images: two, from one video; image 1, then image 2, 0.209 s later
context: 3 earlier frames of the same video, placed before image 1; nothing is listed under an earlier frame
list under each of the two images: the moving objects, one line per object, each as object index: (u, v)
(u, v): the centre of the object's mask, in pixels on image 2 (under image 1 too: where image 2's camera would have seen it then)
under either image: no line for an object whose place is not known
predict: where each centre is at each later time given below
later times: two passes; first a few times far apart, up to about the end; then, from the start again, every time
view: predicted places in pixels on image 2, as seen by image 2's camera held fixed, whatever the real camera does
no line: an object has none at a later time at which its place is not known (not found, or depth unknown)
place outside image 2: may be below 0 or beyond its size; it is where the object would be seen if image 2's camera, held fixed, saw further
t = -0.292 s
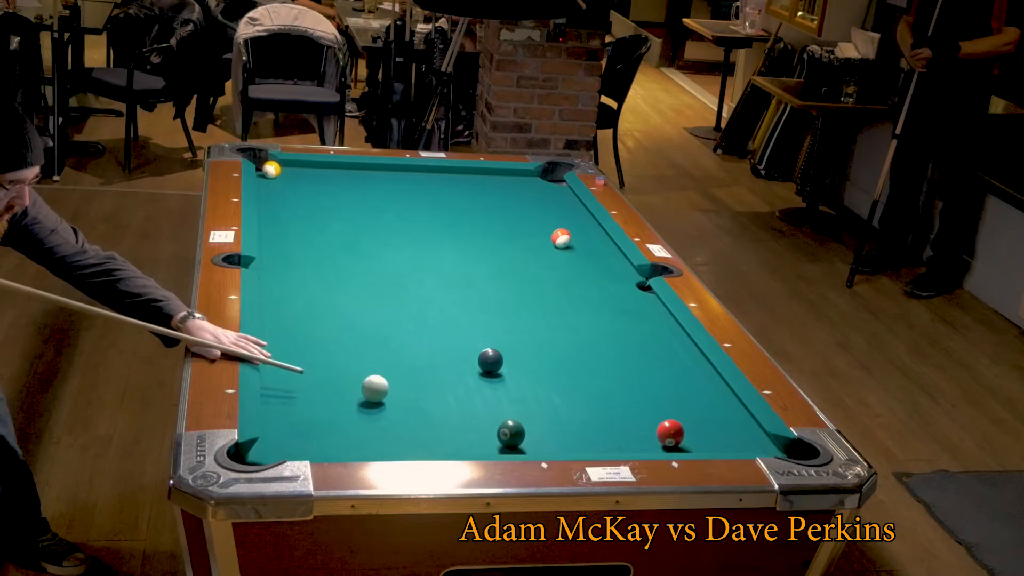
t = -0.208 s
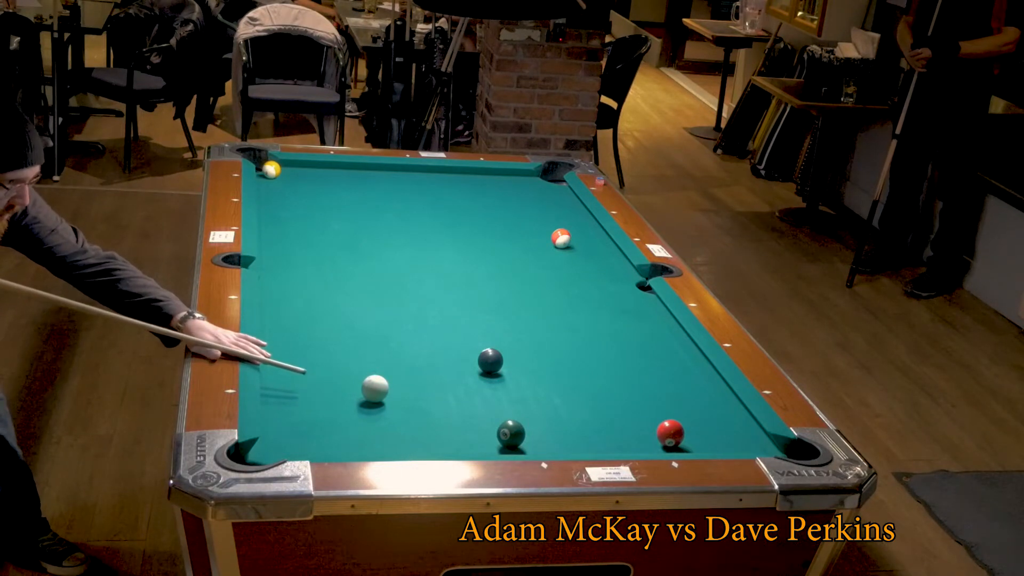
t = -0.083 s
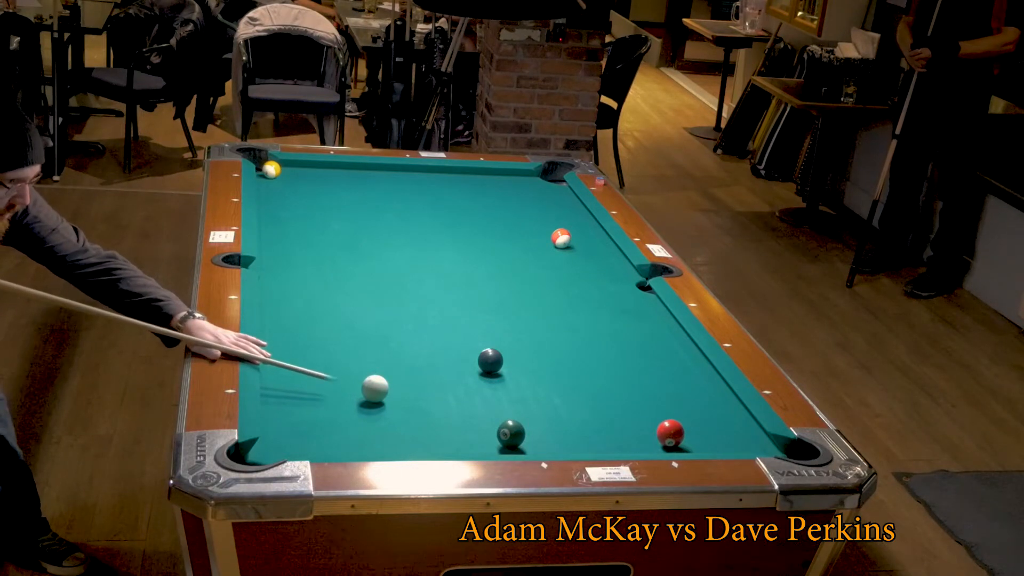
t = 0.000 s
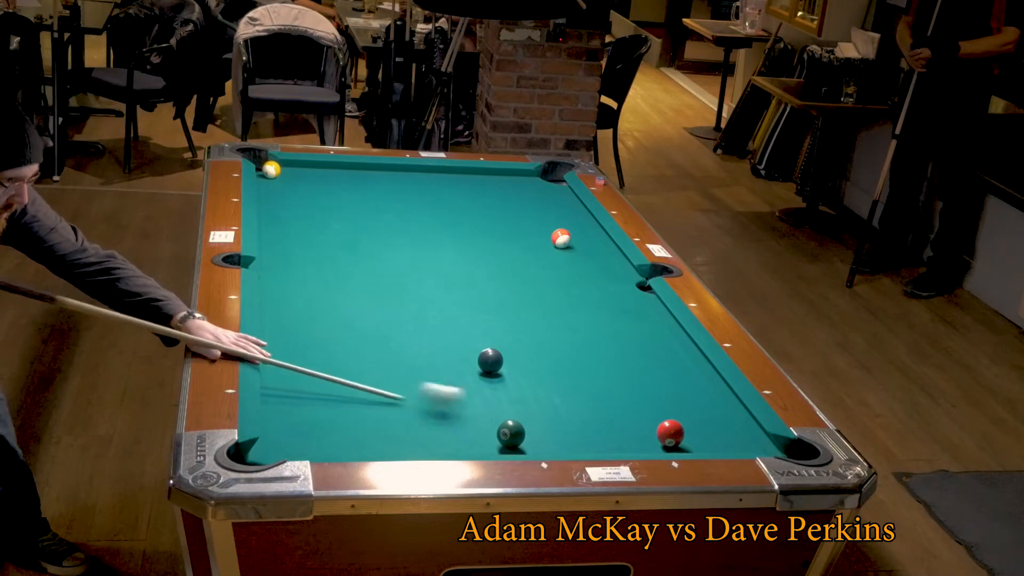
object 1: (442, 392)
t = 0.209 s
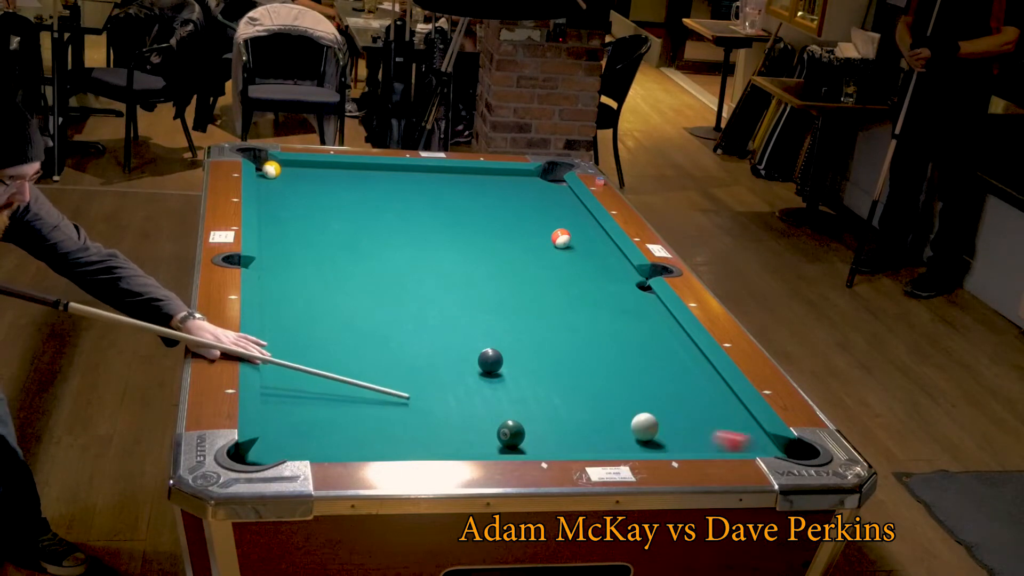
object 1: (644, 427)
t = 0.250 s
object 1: (646, 426)
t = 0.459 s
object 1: (651, 420)
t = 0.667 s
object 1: (656, 415)
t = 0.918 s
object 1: (661, 410)
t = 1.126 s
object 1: (665, 406)
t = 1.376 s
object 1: (668, 403)
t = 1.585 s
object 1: (669, 401)
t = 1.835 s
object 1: (669, 400)
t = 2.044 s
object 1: (668, 400)
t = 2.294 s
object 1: (668, 400)
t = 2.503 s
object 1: (668, 400)
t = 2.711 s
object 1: (668, 400)
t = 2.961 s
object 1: (668, 400)
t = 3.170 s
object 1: (668, 400)
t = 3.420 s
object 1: (668, 400)
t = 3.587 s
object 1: (668, 400)
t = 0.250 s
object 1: (646, 426)
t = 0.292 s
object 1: (647, 424)
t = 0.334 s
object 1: (648, 423)
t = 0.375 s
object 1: (649, 422)
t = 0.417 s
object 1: (650, 421)
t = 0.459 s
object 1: (651, 420)
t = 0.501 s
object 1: (652, 419)
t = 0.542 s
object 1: (654, 418)
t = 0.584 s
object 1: (654, 417)
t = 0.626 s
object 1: (655, 416)
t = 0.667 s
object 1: (656, 415)
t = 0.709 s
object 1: (657, 414)
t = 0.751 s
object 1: (658, 413)
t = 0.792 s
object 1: (659, 412)
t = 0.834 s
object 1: (659, 411)
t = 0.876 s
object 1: (660, 411)
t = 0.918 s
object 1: (661, 410)
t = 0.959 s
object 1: (662, 409)
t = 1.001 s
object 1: (662, 409)
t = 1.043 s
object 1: (663, 408)
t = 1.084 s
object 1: (664, 407)
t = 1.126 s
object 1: (665, 406)
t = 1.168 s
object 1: (665, 406)
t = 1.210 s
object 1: (666, 405)
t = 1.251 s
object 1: (666, 405)
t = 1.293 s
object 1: (667, 404)
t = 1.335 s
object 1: (667, 404)
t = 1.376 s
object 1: (668, 403)
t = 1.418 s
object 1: (668, 403)
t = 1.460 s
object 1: (668, 402)
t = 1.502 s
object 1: (669, 402)
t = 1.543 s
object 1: (669, 402)
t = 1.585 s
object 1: (669, 401)
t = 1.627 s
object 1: (669, 401)
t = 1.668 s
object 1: (669, 401)
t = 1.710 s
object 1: (669, 401)
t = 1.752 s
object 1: (669, 400)
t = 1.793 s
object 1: (669, 400)
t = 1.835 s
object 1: (669, 400)
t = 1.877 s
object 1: (669, 400)
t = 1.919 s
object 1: (669, 400)
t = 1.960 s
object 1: (668, 400)
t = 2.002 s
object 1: (668, 400)
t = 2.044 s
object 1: (668, 400)
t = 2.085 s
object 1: (668, 400)
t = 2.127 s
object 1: (668, 400)
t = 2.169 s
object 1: (668, 400)
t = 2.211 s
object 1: (668, 400)
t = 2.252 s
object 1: (668, 400)
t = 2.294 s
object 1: (668, 400)
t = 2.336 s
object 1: (668, 400)
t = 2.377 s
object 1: (668, 400)
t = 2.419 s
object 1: (668, 400)
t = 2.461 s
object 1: (668, 400)
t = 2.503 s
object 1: (668, 400)
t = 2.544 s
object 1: (668, 400)
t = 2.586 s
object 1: (668, 400)
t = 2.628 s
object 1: (668, 400)
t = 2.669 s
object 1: (668, 400)
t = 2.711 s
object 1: (668, 400)
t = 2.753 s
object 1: (668, 400)
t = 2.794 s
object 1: (668, 400)
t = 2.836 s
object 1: (668, 400)
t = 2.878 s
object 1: (668, 400)
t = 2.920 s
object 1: (668, 400)
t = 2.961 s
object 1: (668, 400)
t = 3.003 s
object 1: (668, 400)
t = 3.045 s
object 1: (668, 400)
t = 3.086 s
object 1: (668, 400)
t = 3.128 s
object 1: (668, 400)
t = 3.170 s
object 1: (668, 400)
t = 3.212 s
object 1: (668, 400)
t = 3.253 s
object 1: (668, 400)
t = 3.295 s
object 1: (668, 400)
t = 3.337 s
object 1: (668, 400)
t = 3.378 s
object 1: (668, 400)
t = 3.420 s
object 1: (668, 400)
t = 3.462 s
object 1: (668, 400)
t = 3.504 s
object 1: (668, 400)
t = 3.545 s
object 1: (668, 400)
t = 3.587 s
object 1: (668, 400)
